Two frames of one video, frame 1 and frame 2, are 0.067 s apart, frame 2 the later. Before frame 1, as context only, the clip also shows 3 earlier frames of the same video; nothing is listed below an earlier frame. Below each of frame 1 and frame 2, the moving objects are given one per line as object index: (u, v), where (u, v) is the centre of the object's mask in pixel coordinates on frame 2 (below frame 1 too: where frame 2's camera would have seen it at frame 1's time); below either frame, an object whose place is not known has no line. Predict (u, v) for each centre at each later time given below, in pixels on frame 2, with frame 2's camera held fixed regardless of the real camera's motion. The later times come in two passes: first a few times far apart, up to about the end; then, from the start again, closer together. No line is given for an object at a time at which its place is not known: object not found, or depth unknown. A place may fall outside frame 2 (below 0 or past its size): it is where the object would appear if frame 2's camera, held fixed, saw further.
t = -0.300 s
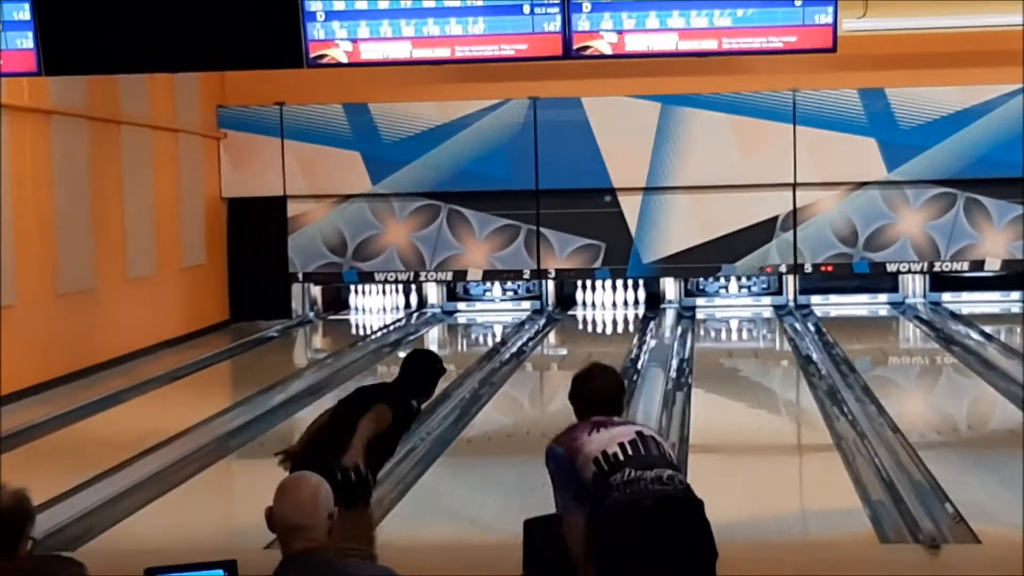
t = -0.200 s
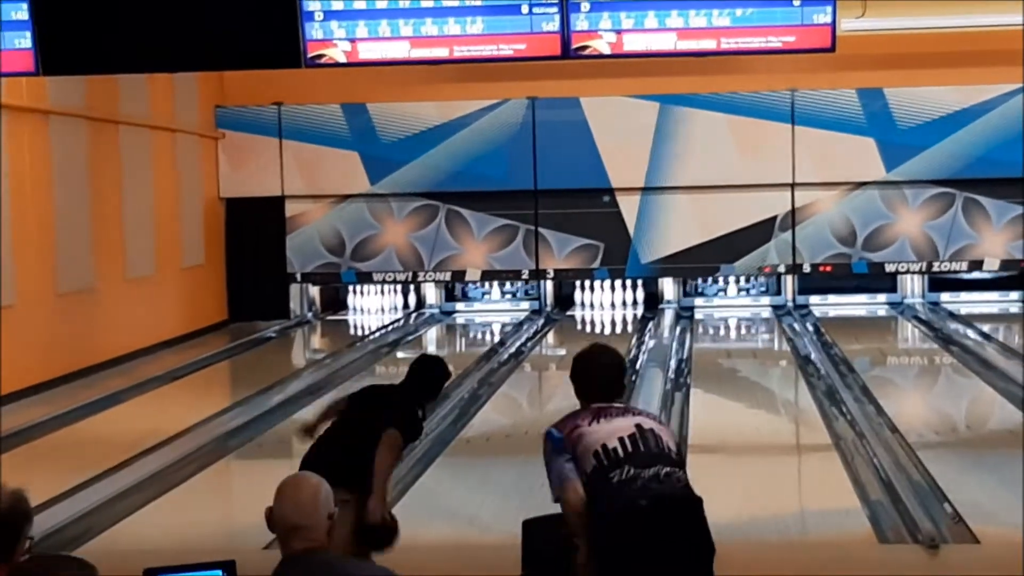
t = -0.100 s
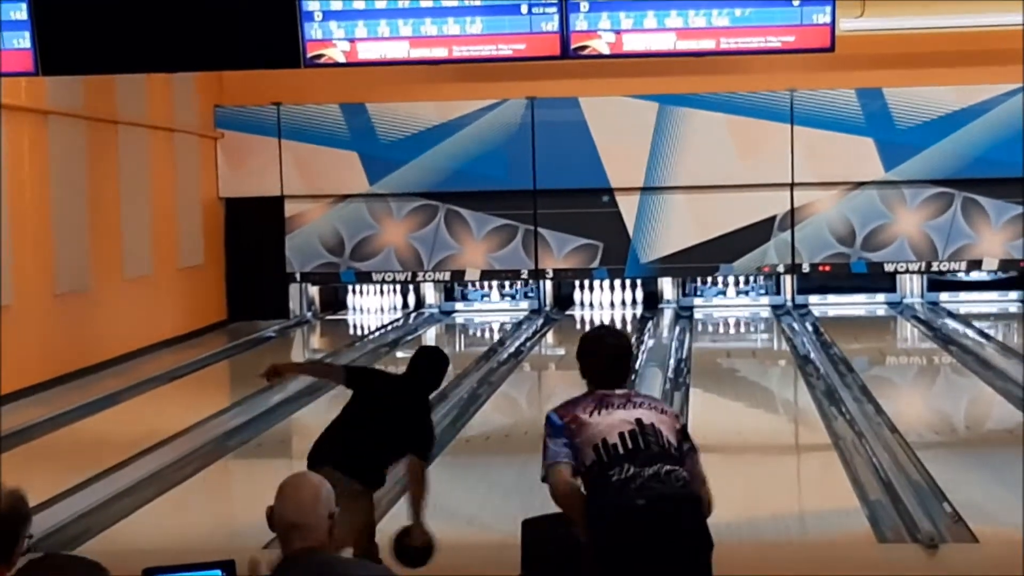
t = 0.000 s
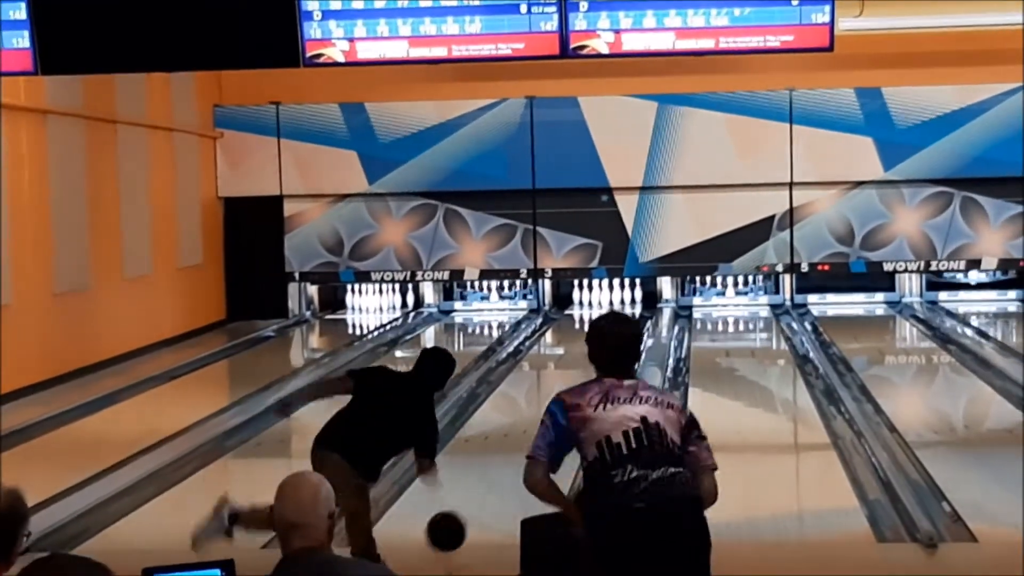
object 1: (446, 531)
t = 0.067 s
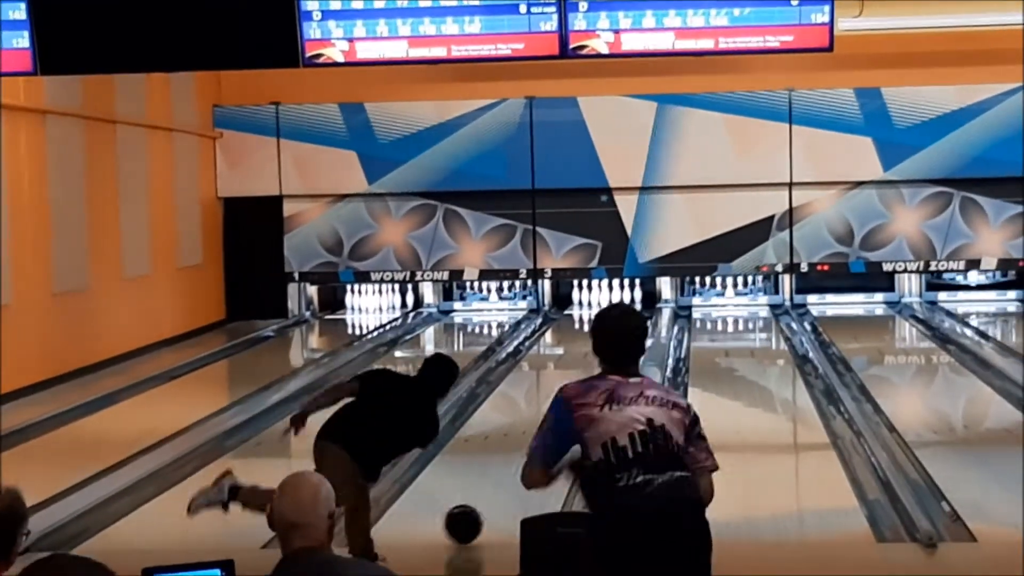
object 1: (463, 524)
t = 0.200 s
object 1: (493, 496)
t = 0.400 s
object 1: (528, 459)
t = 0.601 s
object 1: (556, 429)
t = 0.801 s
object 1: (578, 404)
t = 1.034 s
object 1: (596, 381)
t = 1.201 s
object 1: (606, 367)
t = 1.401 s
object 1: (616, 355)
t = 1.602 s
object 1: (621, 342)
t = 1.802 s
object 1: (622, 332)
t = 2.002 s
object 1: (620, 324)
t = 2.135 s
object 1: (616, 320)
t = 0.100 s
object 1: (471, 517)
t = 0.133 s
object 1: (479, 509)
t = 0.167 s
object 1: (486, 503)
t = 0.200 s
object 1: (493, 496)
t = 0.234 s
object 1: (499, 489)
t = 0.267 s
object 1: (505, 482)
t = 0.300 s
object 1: (511, 476)
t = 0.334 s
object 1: (517, 470)
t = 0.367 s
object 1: (523, 464)
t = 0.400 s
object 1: (528, 459)
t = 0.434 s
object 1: (533, 453)
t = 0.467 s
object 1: (538, 448)
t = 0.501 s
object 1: (543, 443)
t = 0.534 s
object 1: (547, 438)
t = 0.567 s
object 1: (552, 433)
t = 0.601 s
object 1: (556, 429)
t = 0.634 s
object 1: (560, 424)
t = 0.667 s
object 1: (564, 420)
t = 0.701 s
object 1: (568, 416)
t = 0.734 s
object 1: (571, 412)
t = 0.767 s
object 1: (575, 408)
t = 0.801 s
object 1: (578, 404)
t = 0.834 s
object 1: (581, 401)
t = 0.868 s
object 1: (584, 397)
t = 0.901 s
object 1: (586, 394)
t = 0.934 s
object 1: (589, 390)
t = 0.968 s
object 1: (591, 387)
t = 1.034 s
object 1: (596, 381)
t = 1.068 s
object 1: (599, 378)
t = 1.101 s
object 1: (599, 375)
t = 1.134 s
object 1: (602, 372)
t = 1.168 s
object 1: (604, 369)
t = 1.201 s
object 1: (606, 367)
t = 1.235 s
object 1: (609, 365)
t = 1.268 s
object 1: (610, 363)
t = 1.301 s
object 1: (612, 361)
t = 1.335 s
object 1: (613, 359)
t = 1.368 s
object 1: (615, 357)
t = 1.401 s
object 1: (616, 355)
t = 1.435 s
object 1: (617, 352)
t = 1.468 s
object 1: (618, 350)
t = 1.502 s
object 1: (618, 348)
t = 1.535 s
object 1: (619, 346)
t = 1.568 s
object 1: (620, 344)
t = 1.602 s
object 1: (621, 342)
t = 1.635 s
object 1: (621, 341)
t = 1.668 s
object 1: (621, 339)
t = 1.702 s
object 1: (621, 338)
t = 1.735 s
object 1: (621, 336)
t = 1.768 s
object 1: (622, 334)
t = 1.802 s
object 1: (622, 332)
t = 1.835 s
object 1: (621, 331)
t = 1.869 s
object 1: (621, 330)
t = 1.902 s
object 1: (621, 328)
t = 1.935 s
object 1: (621, 327)
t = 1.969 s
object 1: (620, 326)
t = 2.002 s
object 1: (620, 324)
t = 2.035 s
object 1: (619, 323)
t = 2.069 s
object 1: (618, 322)
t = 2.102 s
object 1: (617, 321)
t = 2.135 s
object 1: (616, 320)
